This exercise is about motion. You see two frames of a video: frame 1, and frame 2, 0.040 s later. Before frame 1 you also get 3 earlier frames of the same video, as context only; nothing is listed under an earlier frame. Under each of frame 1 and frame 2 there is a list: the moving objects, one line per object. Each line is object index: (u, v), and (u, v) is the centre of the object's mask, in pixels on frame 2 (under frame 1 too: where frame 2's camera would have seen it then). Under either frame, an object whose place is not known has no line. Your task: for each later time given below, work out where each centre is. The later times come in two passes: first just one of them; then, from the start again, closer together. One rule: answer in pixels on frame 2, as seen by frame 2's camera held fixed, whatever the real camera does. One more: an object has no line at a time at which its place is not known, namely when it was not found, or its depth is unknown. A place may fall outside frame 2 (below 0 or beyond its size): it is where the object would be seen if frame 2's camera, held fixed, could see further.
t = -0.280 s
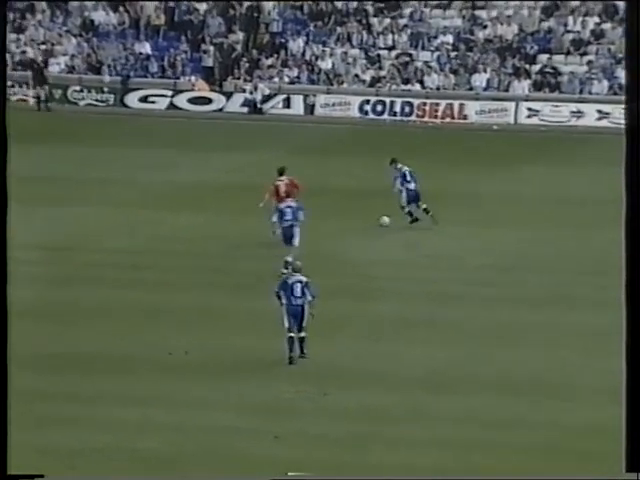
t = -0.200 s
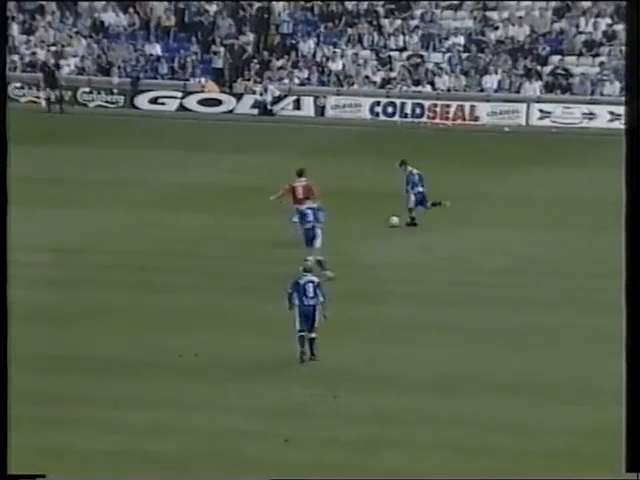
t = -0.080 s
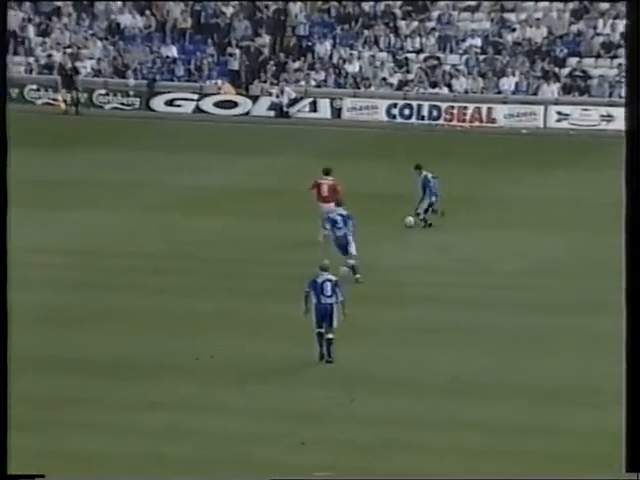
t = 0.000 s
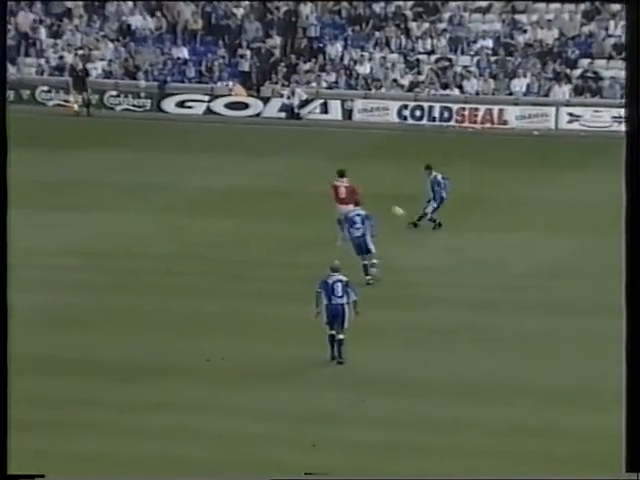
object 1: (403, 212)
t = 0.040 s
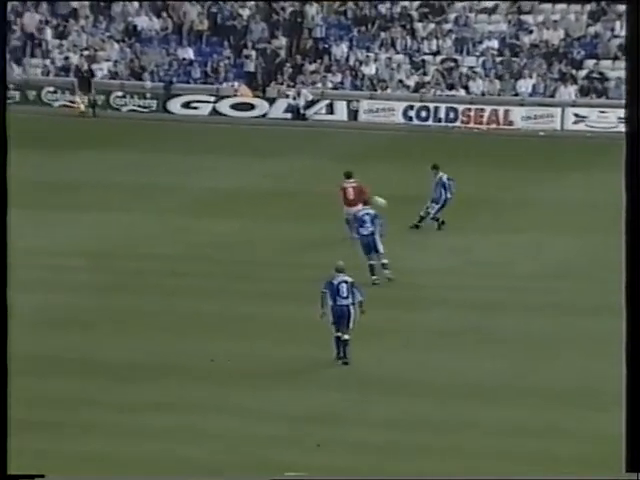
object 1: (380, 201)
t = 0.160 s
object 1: (305, 171)
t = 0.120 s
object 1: (330, 181)
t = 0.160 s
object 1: (305, 171)
